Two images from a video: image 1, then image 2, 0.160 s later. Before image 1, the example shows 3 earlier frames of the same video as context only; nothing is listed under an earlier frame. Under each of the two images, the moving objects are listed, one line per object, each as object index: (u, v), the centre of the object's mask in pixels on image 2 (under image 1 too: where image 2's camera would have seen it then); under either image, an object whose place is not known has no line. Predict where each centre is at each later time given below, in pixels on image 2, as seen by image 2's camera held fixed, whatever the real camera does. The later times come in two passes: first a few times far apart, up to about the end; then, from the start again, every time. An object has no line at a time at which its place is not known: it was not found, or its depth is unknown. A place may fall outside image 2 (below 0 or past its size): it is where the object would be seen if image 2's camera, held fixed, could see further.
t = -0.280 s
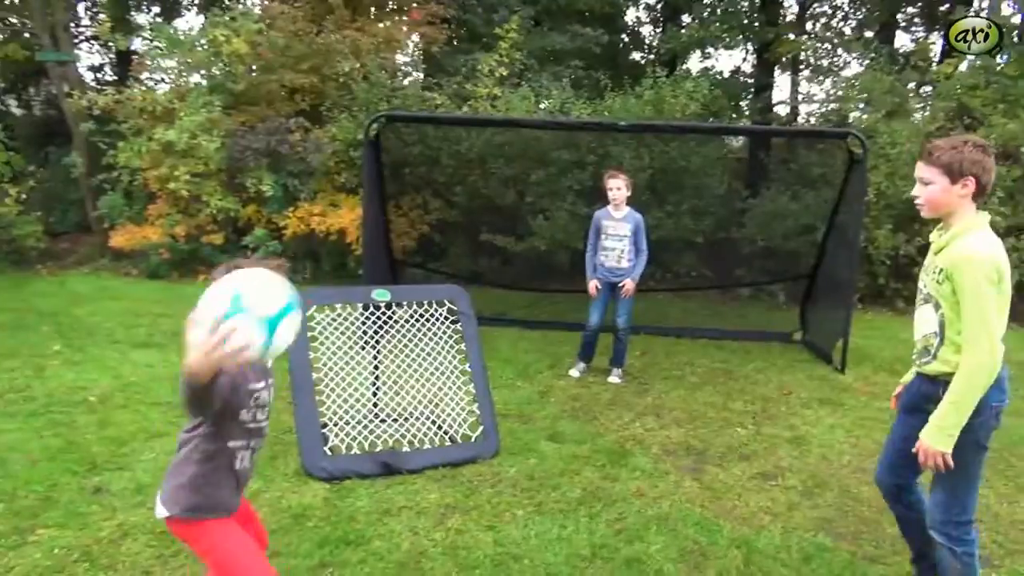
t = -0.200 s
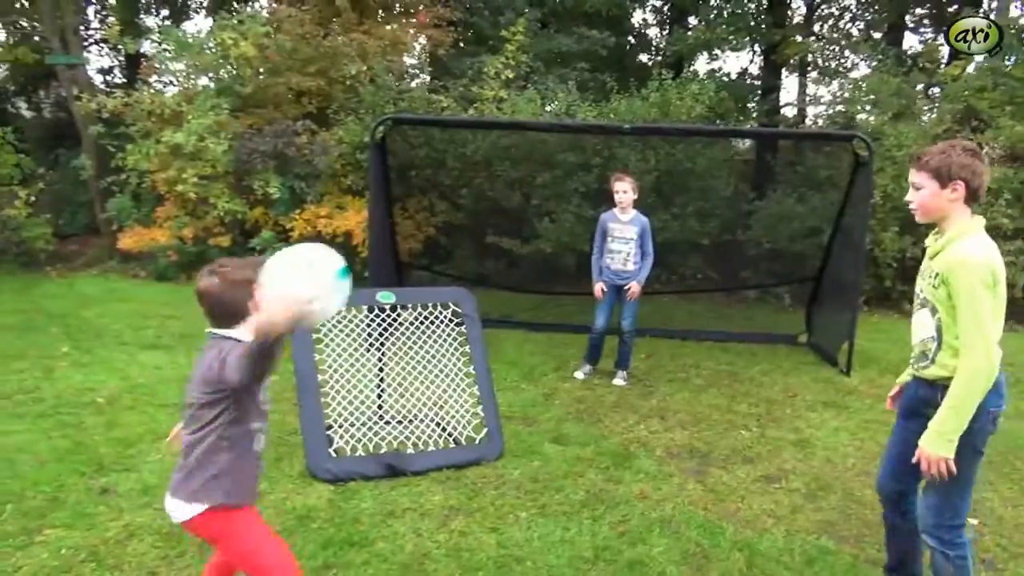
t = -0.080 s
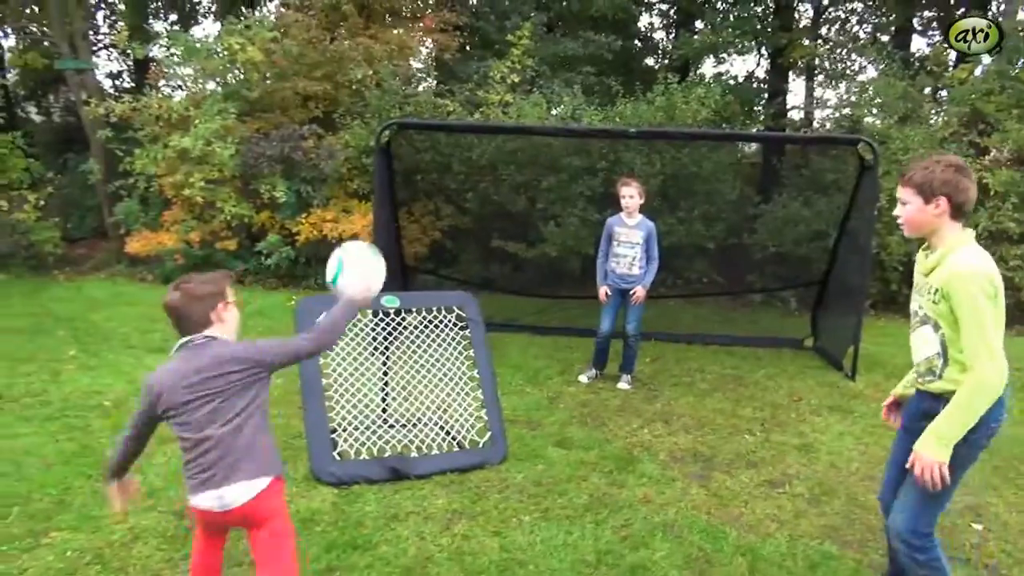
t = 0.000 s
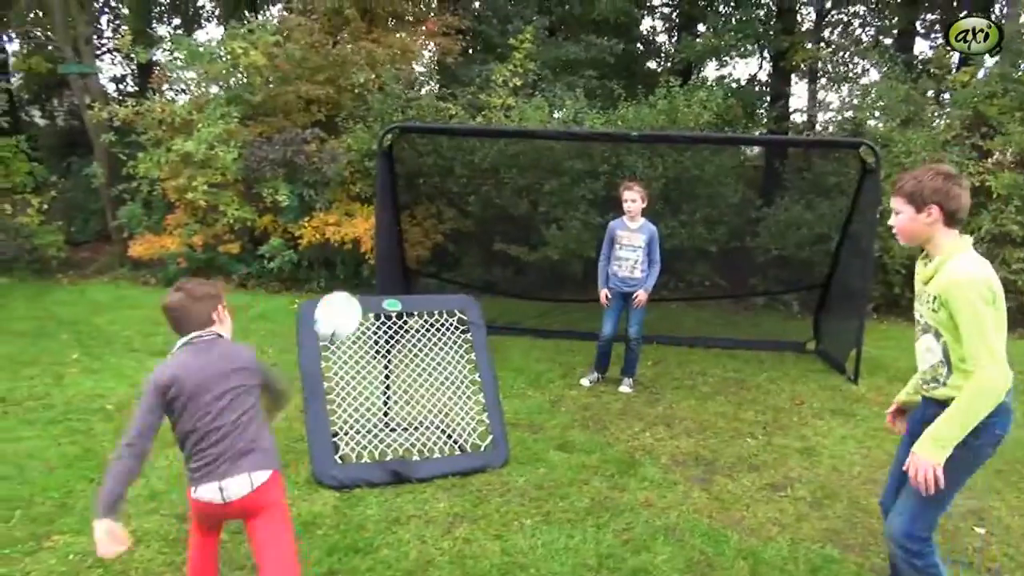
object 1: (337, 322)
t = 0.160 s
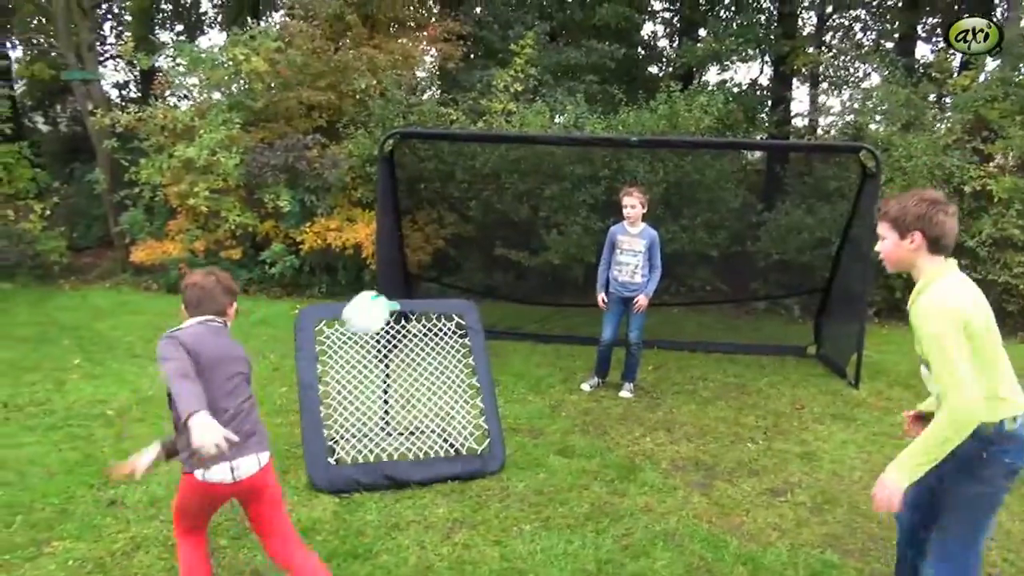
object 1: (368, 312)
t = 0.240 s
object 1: (410, 276)
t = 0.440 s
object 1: (557, 231)
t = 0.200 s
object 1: (387, 294)
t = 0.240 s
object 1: (410, 276)
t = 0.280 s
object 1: (435, 262)
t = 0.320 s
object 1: (462, 248)
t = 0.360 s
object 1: (491, 239)
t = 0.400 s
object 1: (523, 233)
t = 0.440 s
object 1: (557, 231)
